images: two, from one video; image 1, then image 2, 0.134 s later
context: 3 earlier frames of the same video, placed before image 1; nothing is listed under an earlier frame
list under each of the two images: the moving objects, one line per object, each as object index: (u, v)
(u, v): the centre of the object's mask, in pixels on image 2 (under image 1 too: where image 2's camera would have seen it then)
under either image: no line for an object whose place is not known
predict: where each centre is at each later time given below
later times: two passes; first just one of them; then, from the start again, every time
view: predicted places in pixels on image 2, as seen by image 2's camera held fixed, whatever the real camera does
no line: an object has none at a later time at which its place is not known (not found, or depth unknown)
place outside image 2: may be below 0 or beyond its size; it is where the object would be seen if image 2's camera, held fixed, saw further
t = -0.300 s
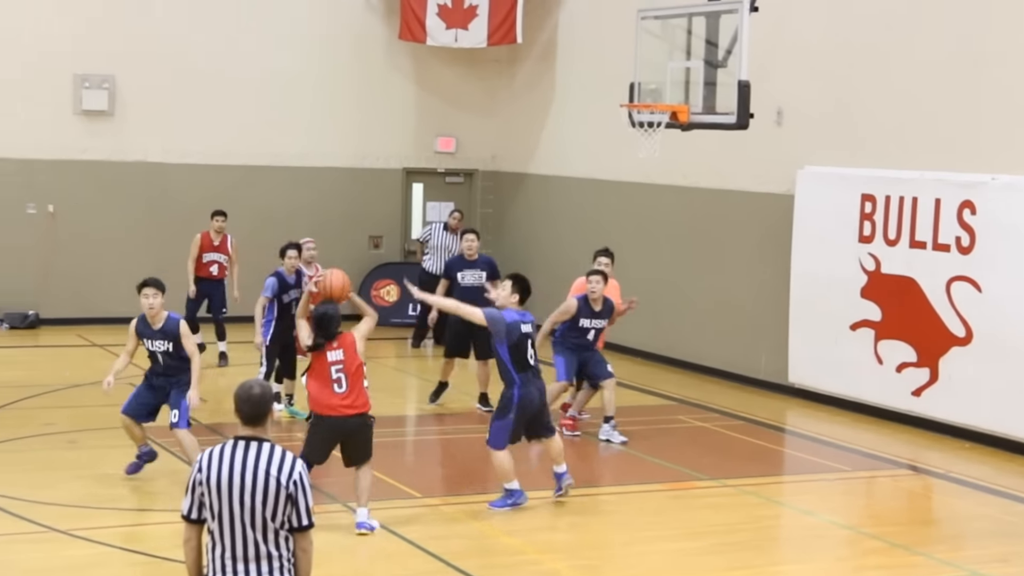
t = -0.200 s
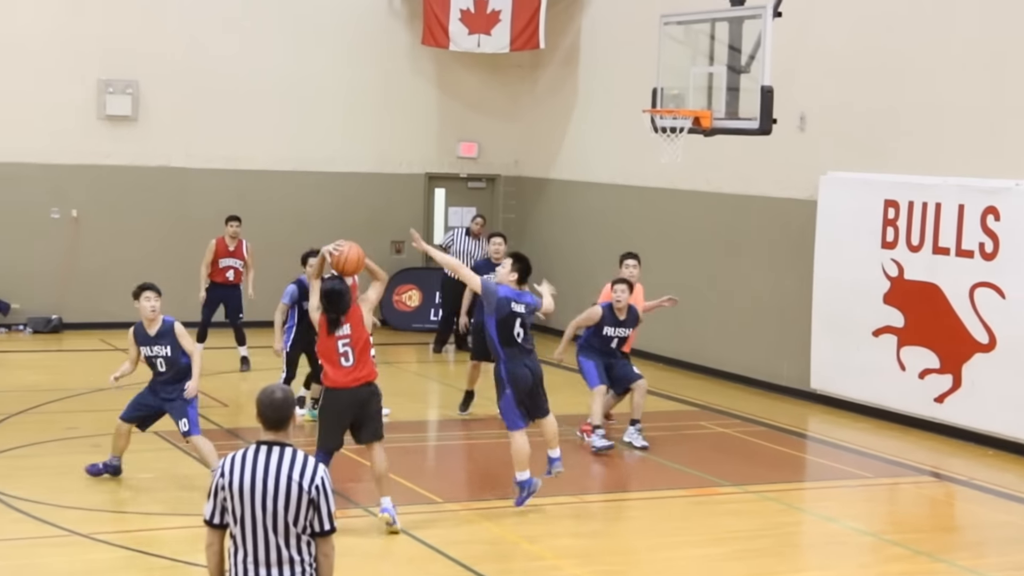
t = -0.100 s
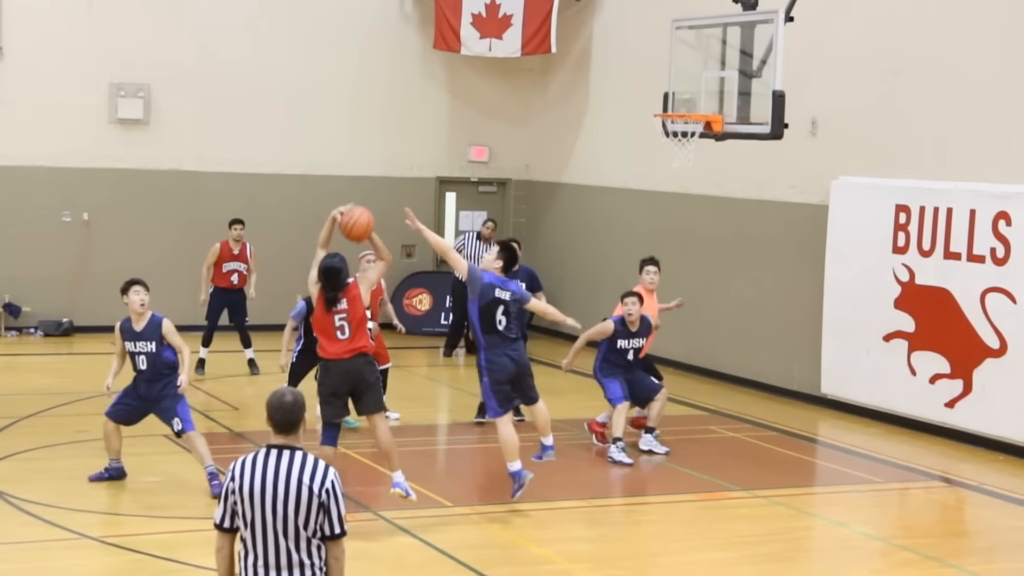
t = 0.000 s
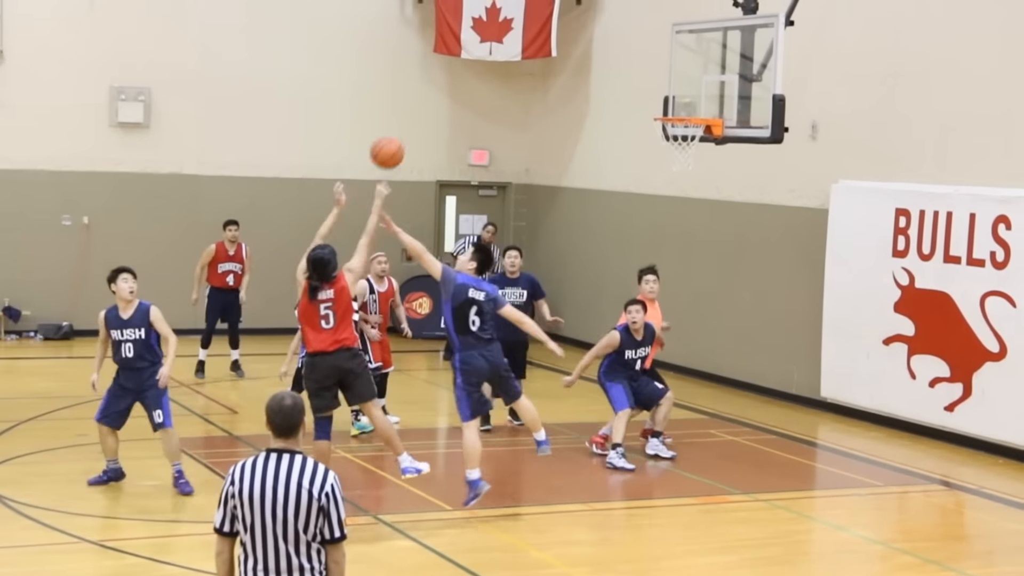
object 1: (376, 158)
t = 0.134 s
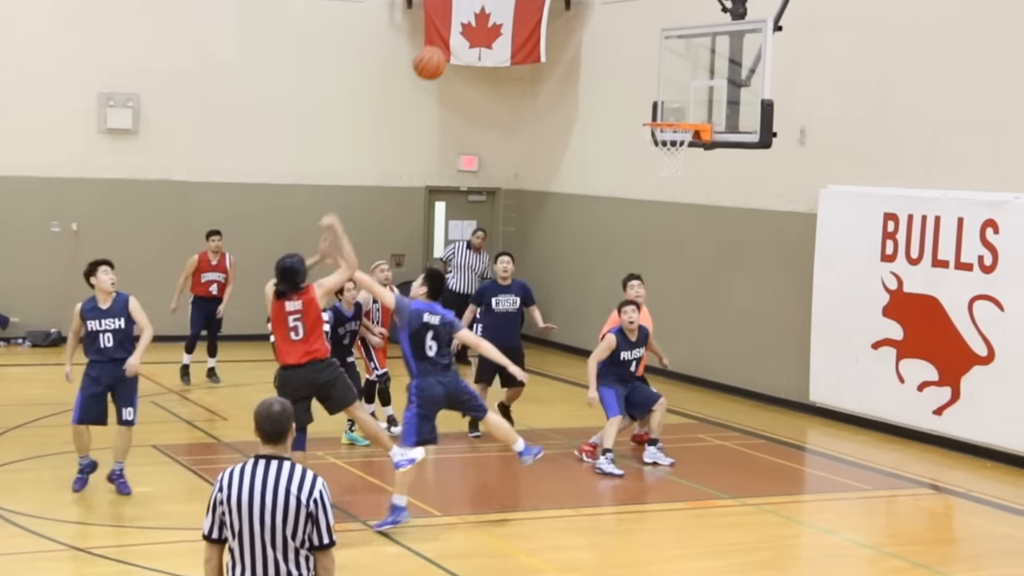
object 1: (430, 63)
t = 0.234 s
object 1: (465, 12)
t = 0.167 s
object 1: (440, 45)
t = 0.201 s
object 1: (453, 28)
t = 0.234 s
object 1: (465, 12)
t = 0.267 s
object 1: (477, 1)
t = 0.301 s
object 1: (488, -8)
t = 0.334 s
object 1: (498, -15)
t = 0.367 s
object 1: (509, -23)
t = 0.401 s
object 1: (520, -30)
